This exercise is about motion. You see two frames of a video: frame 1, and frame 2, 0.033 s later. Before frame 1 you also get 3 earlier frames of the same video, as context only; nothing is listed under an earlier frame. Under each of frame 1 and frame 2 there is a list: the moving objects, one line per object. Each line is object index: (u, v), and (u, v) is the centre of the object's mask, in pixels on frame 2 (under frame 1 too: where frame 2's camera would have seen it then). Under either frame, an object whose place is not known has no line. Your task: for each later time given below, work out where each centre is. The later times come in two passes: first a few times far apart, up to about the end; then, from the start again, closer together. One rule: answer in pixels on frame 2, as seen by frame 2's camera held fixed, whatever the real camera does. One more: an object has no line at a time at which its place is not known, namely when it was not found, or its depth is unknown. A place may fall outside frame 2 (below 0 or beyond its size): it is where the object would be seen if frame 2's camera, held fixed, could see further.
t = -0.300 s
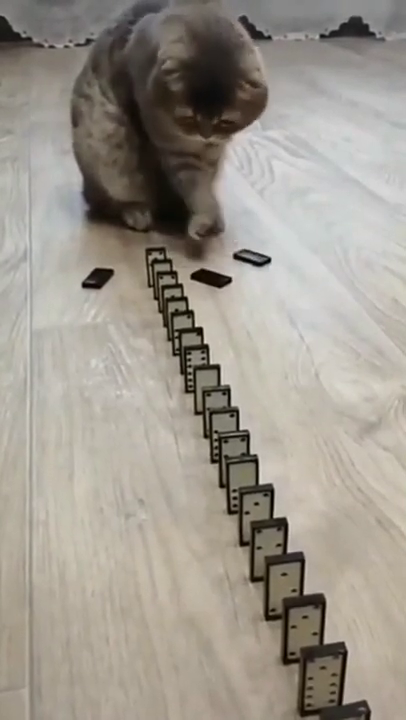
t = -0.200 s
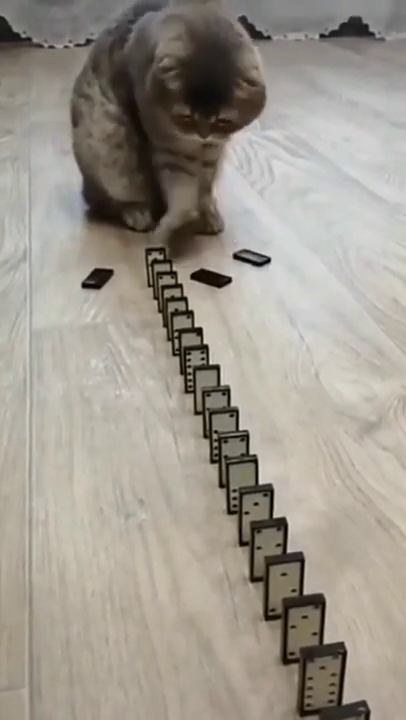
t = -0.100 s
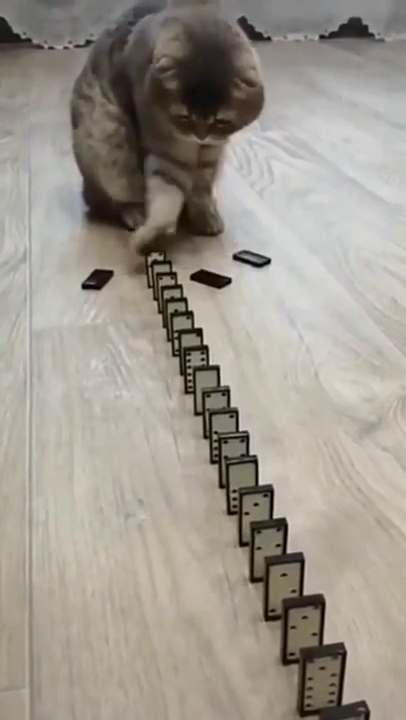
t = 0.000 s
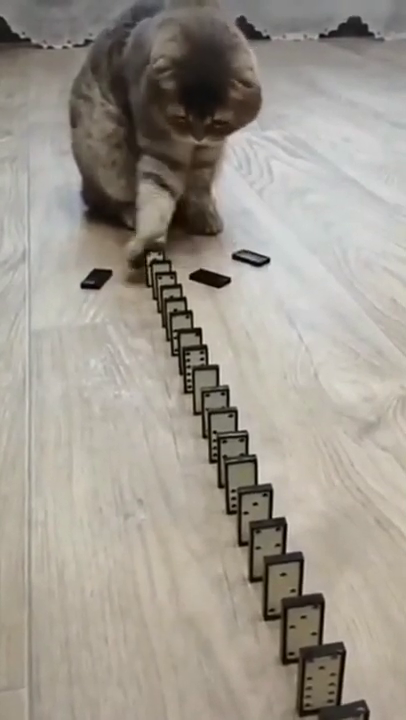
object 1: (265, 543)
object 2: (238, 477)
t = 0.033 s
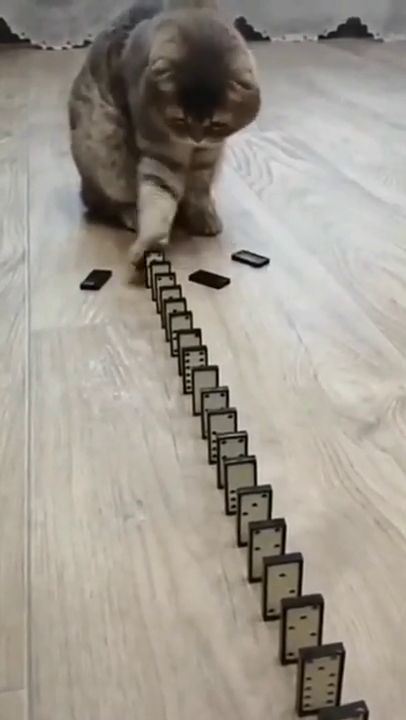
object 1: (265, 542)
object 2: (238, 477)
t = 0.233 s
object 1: (265, 543)
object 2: (238, 477)
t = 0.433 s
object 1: (265, 543)
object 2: (239, 477)
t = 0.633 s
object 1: (265, 542)
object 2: (238, 477)
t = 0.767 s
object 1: (276, 548)
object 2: (239, 491)
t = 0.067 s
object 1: (265, 542)
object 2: (238, 477)
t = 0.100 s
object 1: (265, 542)
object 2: (238, 476)
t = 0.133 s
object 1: (265, 542)
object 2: (238, 477)
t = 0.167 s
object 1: (265, 543)
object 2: (238, 477)
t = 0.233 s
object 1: (265, 543)
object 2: (238, 477)
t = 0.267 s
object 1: (265, 543)
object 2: (238, 477)
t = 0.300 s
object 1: (265, 543)
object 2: (238, 477)
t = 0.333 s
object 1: (265, 543)
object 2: (238, 477)
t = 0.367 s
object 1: (265, 543)
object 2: (238, 477)
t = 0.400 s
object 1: (265, 543)
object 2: (239, 477)
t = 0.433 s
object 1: (265, 543)
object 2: (239, 477)
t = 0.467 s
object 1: (265, 543)
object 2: (238, 477)
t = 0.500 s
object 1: (265, 543)
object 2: (238, 477)
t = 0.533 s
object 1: (265, 543)
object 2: (238, 477)
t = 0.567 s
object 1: (265, 542)
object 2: (238, 477)
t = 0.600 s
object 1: (265, 542)
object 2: (238, 477)
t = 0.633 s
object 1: (265, 542)
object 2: (238, 477)
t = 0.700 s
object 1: (265, 543)
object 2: (238, 488)
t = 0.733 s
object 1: (268, 546)
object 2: (239, 493)
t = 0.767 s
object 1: (276, 548)
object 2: (239, 491)
